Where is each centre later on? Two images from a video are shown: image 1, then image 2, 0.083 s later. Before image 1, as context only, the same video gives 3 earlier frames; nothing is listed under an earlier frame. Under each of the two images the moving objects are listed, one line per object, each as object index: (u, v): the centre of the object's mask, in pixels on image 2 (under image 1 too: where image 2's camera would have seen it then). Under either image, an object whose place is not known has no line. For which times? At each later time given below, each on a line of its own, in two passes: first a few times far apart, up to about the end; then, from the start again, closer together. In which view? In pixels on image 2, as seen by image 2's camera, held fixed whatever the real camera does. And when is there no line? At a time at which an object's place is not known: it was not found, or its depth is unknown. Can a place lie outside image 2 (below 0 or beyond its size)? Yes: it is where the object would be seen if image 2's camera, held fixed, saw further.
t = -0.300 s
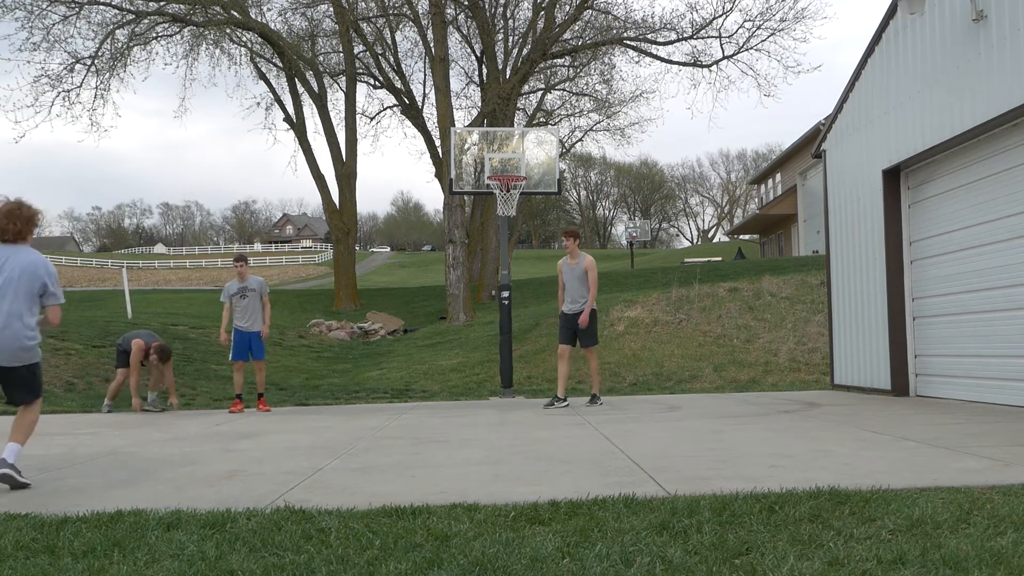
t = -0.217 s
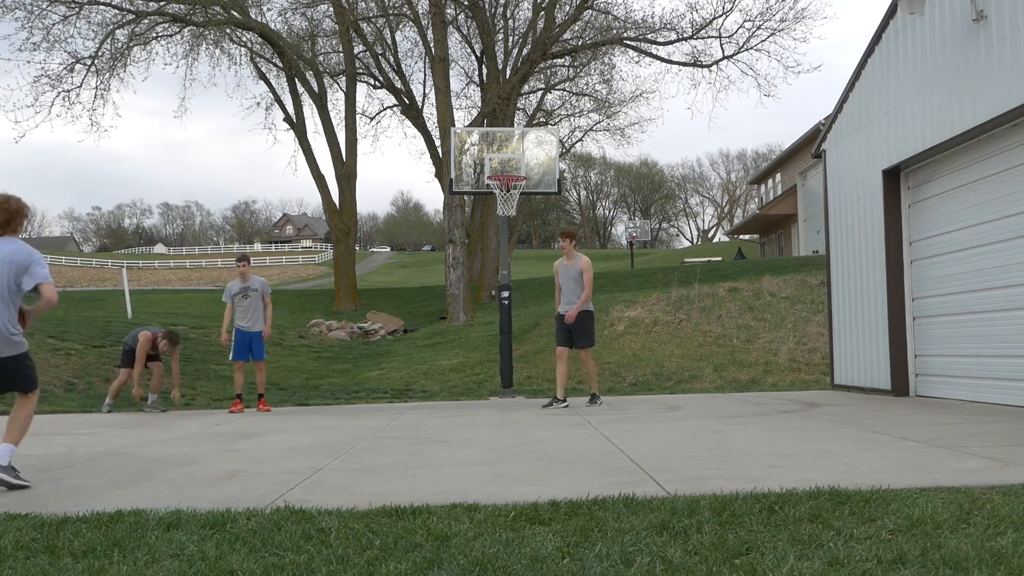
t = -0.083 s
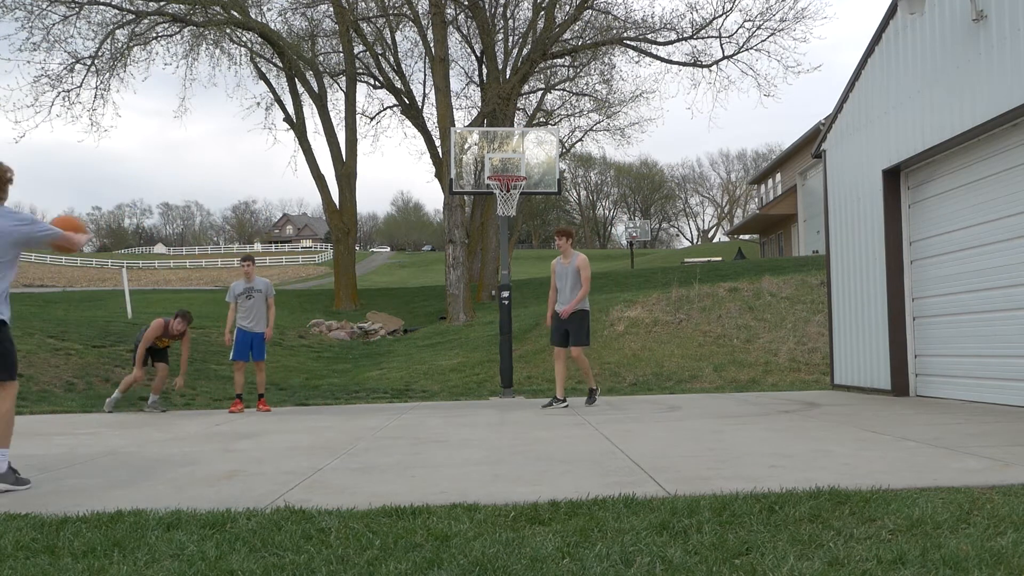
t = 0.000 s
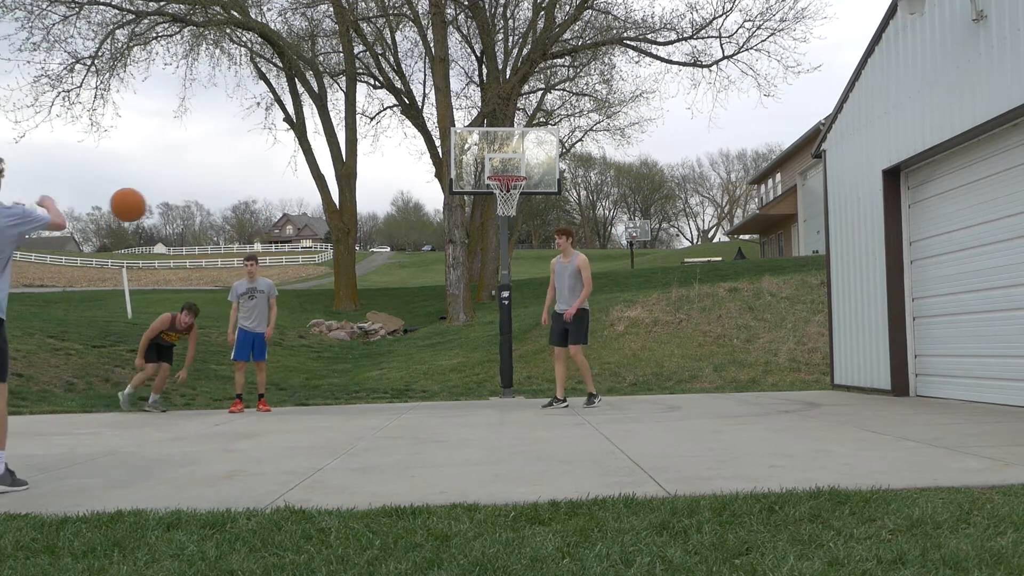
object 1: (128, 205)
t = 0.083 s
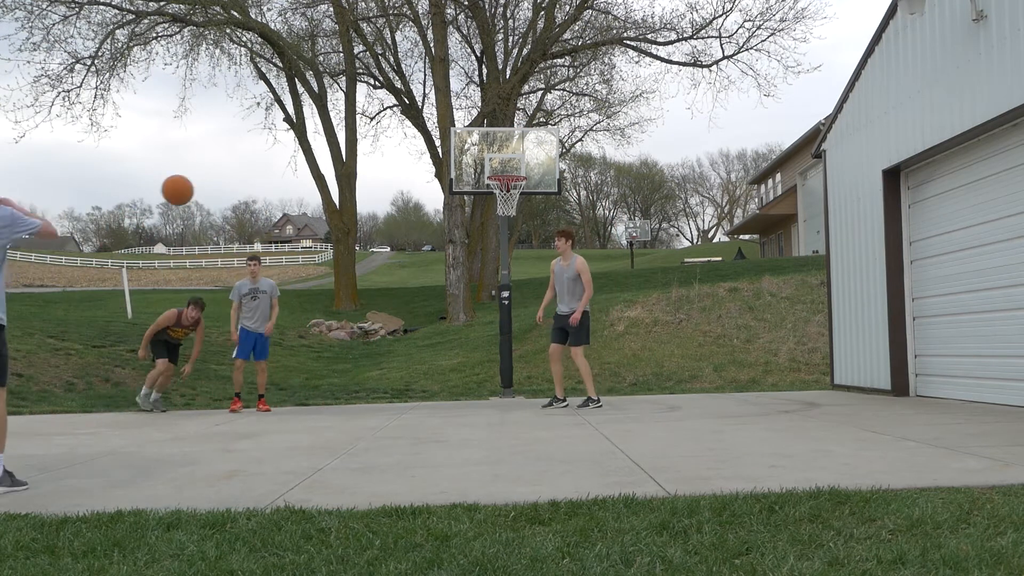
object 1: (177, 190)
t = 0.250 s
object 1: (253, 190)
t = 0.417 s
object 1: (308, 216)
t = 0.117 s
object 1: (195, 187)
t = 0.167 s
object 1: (218, 186)
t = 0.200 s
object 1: (233, 187)
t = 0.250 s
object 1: (253, 190)
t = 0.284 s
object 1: (265, 194)
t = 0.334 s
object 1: (282, 201)
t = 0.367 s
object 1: (293, 206)
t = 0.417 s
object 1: (308, 216)
